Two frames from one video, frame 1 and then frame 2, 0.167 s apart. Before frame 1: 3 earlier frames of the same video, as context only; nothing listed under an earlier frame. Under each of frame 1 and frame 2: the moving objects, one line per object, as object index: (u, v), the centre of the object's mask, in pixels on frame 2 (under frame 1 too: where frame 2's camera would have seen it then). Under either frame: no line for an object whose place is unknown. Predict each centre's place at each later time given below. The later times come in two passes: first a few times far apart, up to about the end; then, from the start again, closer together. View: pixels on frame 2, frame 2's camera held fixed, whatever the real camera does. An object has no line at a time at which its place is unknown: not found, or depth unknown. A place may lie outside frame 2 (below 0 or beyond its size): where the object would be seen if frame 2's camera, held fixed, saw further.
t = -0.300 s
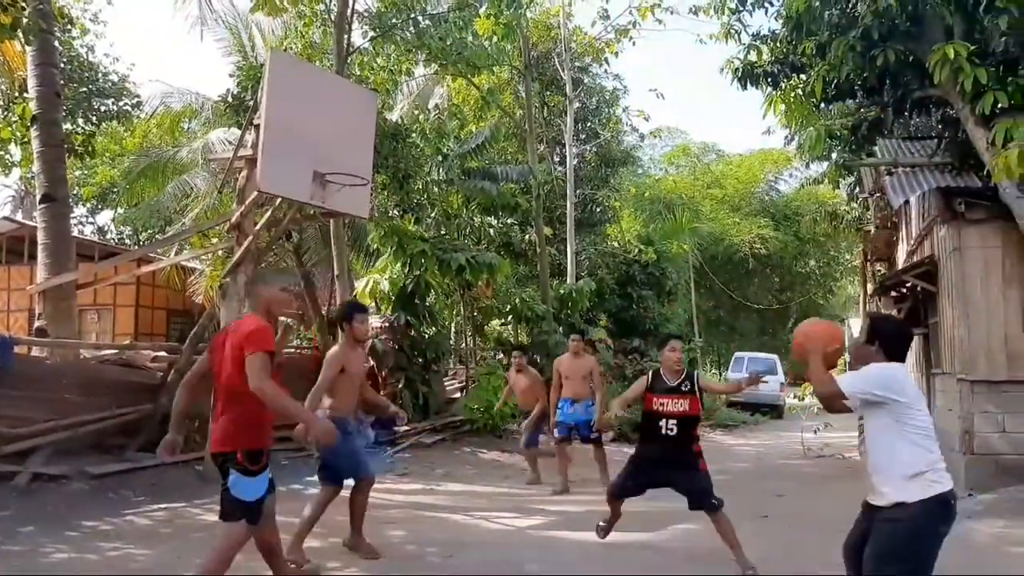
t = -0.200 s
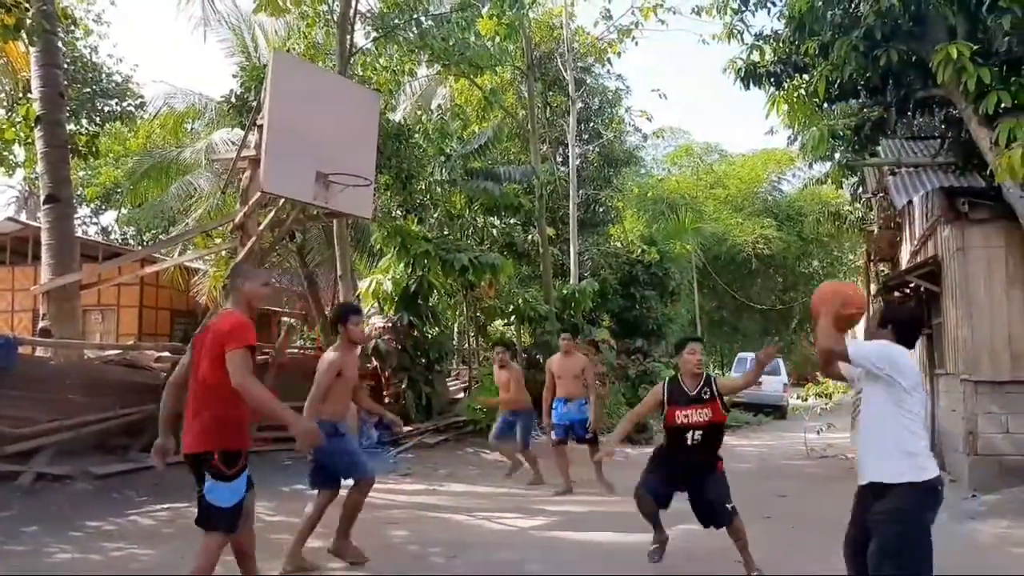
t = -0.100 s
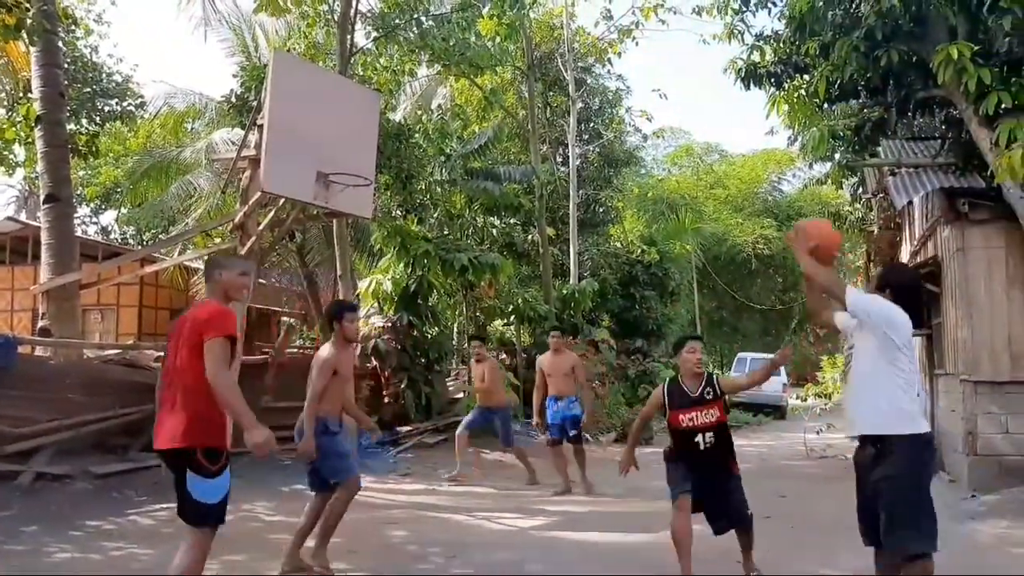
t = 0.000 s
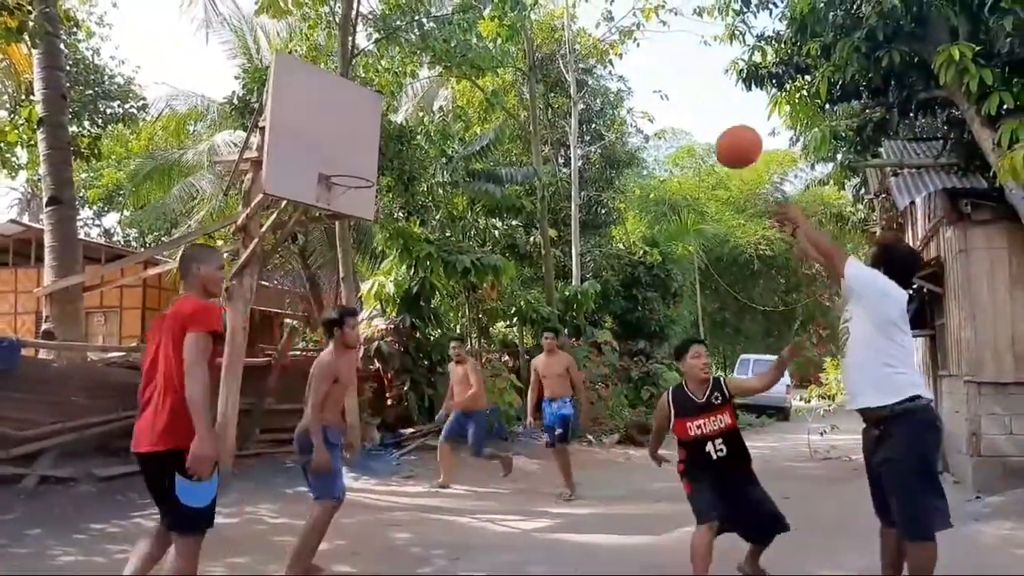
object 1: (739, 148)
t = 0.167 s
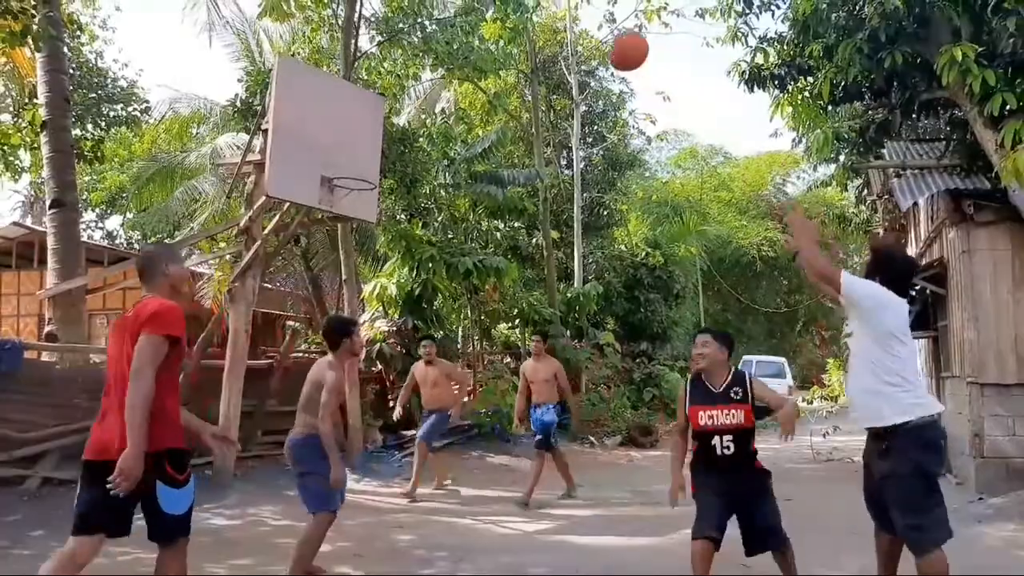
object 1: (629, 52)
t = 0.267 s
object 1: (573, 22)
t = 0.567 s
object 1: (448, 31)
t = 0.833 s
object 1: (366, 124)
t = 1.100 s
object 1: (392, 132)
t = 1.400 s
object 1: (497, 116)
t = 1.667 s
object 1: (595, 185)
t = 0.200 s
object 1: (609, 39)
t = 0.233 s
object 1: (591, 29)
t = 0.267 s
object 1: (573, 22)
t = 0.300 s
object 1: (557, 15)
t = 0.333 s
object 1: (541, 13)
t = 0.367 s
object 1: (526, 11)
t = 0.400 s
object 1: (511, 11)
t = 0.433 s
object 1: (498, 12)
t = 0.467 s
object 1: (485, 15)
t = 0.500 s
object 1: (472, 19)
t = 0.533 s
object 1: (459, 23)
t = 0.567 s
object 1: (448, 31)
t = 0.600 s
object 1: (438, 38)
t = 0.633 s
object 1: (425, 47)
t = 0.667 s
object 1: (414, 58)
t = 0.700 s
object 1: (403, 69)
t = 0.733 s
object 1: (394, 83)
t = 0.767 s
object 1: (384, 95)
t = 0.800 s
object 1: (375, 109)
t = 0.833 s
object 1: (366, 124)
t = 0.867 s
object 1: (356, 140)
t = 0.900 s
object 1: (347, 156)
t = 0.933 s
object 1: (339, 173)
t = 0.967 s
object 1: (346, 169)
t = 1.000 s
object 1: (358, 157)
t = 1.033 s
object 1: (370, 147)
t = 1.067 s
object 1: (381, 141)
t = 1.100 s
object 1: (392, 132)
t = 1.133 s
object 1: (404, 127)
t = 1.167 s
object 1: (414, 120)
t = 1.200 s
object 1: (426, 116)
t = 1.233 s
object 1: (439, 113)
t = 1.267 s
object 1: (450, 110)
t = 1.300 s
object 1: (461, 111)
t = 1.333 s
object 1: (473, 112)
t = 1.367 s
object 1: (485, 113)
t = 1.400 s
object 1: (497, 116)
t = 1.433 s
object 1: (509, 120)
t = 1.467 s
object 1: (521, 125)
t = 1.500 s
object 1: (532, 130)
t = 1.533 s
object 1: (544, 141)
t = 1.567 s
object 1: (557, 149)
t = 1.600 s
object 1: (570, 158)
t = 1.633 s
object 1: (582, 172)
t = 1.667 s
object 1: (595, 185)
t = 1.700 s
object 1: (608, 200)
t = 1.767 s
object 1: (633, 234)
